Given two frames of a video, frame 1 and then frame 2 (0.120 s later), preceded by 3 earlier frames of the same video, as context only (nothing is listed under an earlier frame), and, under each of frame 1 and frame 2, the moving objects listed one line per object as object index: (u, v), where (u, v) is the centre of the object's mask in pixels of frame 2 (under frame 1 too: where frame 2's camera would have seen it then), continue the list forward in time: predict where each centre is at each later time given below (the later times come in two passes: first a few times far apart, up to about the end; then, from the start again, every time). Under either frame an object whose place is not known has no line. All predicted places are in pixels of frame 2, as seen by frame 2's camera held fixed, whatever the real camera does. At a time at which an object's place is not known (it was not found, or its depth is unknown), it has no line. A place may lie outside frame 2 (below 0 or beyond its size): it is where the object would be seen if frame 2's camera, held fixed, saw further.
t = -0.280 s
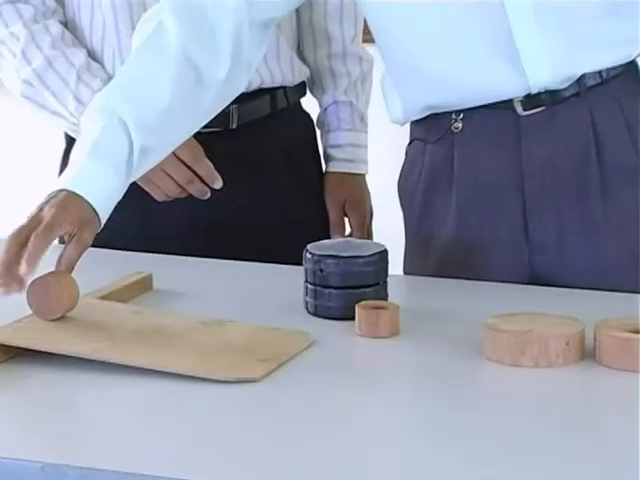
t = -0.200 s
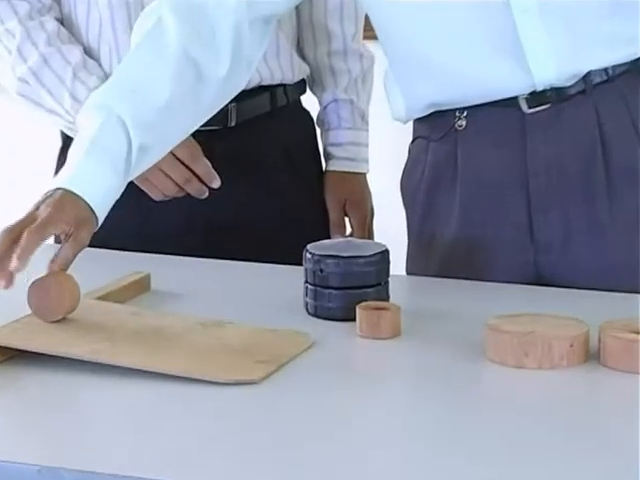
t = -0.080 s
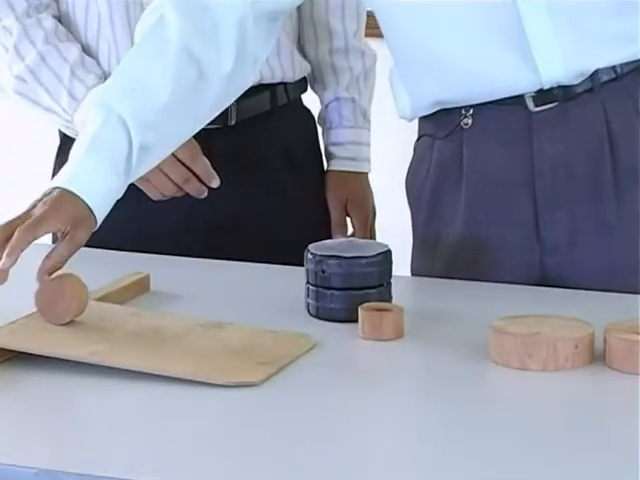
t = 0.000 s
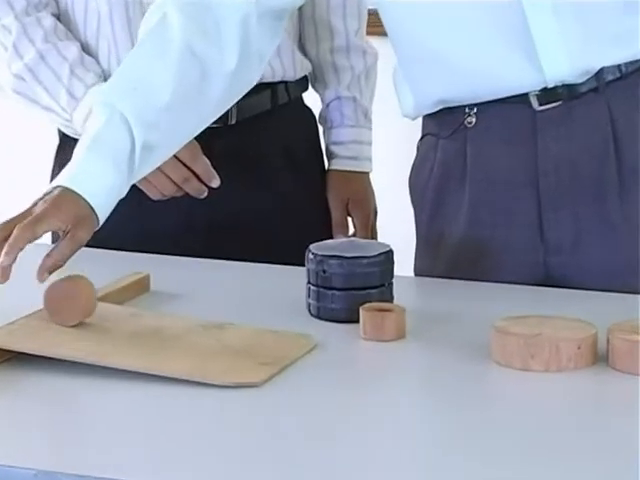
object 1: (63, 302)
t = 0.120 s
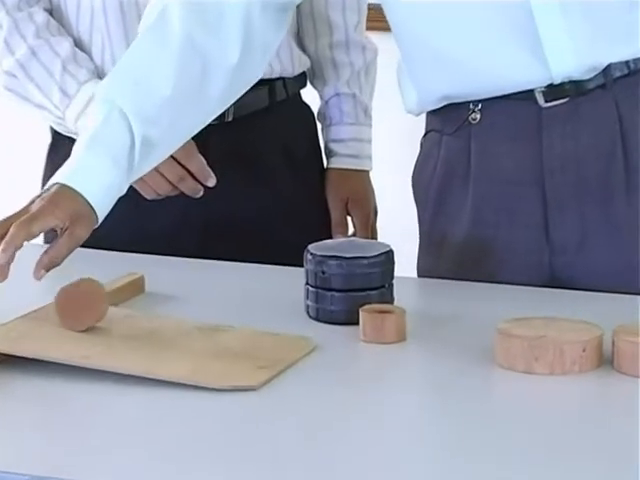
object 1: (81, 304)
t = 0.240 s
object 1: (106, 309)
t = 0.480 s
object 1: (176, 319)
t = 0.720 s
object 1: (266, 332)
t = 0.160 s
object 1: (89, 306)
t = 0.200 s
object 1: (97, 308)
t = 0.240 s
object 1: (106, 309)
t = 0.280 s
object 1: (116, 311)
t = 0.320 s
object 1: (127, 312)
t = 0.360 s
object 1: (139, 314)
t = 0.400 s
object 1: (151, 315)
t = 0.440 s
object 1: (163, 317)
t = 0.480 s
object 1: (176, 319)
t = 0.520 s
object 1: (190, 320)
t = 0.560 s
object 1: (204, 322)
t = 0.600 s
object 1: (218, 324)
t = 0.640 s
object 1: (234, 327)
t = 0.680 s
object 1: (250, 330)
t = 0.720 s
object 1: (266, 332)
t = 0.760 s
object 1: (284, 335)
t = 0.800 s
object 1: (301, 337)
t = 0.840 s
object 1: (320, 341)
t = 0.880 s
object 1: (339, 342)
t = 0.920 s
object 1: (357, 342)
